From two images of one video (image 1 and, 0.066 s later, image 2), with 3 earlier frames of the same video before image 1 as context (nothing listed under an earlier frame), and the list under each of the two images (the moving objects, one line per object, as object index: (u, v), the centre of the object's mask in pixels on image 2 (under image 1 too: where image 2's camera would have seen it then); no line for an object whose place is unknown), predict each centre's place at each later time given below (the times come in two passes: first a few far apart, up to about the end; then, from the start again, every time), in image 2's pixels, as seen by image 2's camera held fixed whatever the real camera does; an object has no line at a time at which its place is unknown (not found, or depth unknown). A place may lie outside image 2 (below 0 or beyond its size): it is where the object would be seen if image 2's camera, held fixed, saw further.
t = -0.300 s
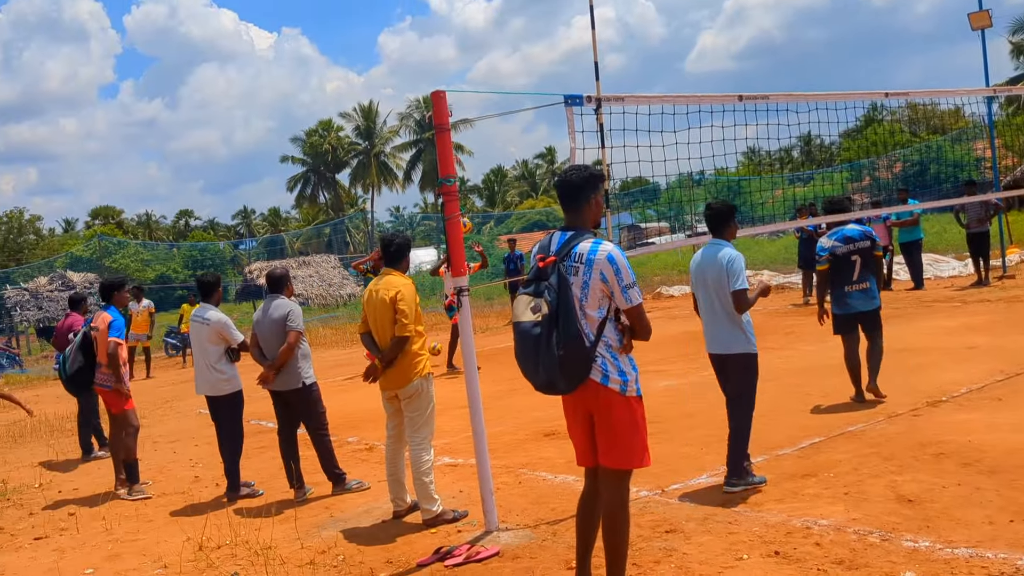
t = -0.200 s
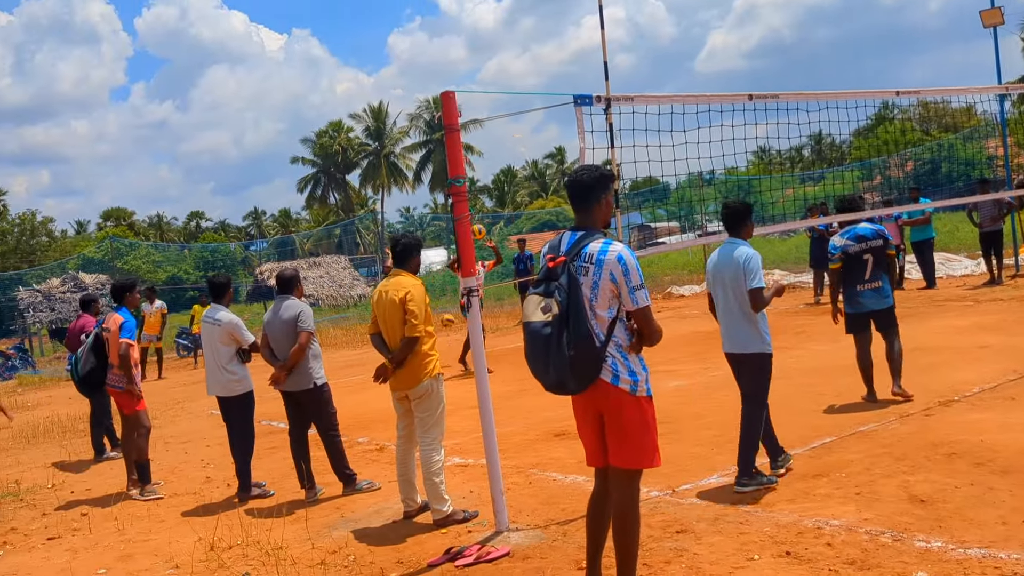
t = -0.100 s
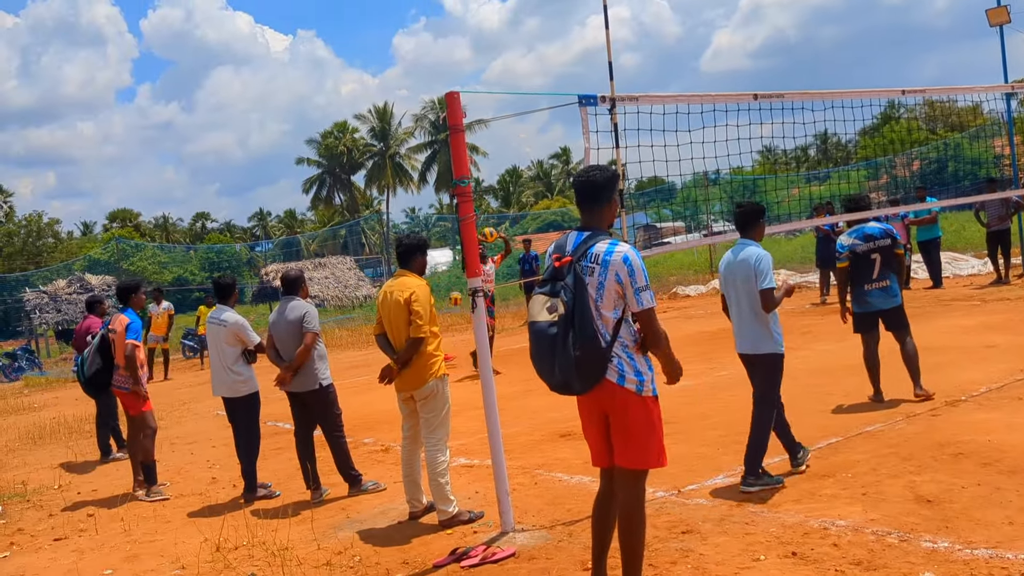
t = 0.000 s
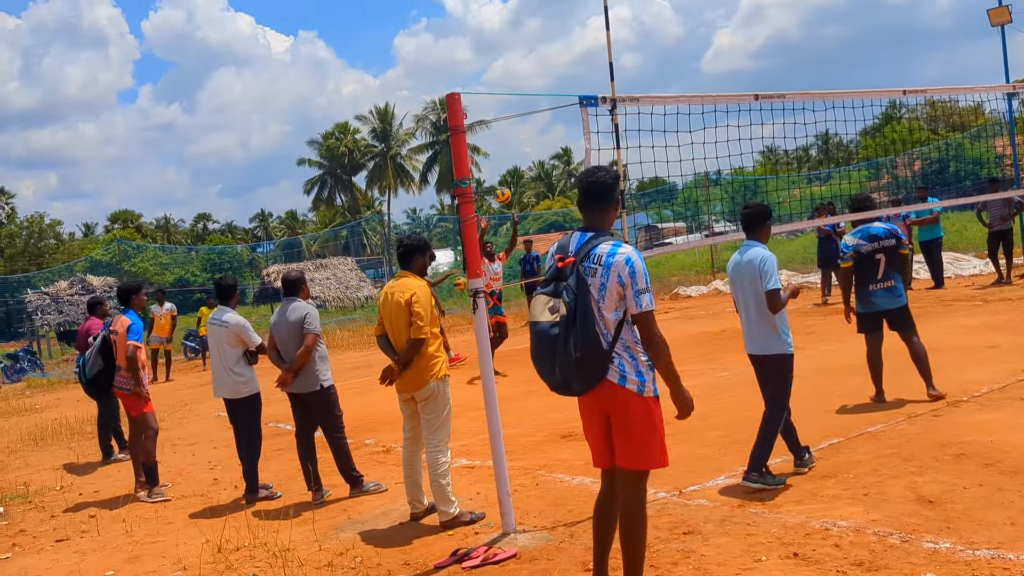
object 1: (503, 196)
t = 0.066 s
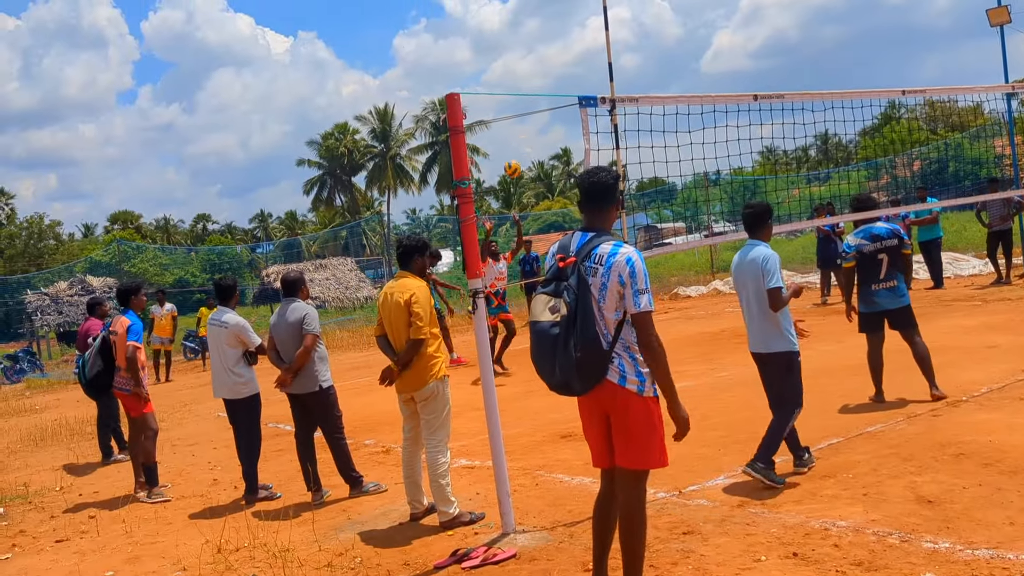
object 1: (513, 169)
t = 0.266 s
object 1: (548, 104)
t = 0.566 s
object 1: (614, 60)
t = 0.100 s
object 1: (518, 156)
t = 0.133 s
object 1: (523, 144)
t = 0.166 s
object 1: (529, 133)
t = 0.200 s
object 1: (535, 123)
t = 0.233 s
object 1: (542, 113)
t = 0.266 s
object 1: (548, 104)
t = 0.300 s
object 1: (555, 95)
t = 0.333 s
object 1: (561, 88)
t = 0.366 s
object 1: (568, 81)
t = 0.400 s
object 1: (575, 75)
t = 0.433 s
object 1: (582, 70)
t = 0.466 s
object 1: (589, 66)
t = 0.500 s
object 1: (598, 63)
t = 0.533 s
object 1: (605, 61)
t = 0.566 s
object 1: (614, 60)
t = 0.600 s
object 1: (622, 60)
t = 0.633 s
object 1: (631, 61)
